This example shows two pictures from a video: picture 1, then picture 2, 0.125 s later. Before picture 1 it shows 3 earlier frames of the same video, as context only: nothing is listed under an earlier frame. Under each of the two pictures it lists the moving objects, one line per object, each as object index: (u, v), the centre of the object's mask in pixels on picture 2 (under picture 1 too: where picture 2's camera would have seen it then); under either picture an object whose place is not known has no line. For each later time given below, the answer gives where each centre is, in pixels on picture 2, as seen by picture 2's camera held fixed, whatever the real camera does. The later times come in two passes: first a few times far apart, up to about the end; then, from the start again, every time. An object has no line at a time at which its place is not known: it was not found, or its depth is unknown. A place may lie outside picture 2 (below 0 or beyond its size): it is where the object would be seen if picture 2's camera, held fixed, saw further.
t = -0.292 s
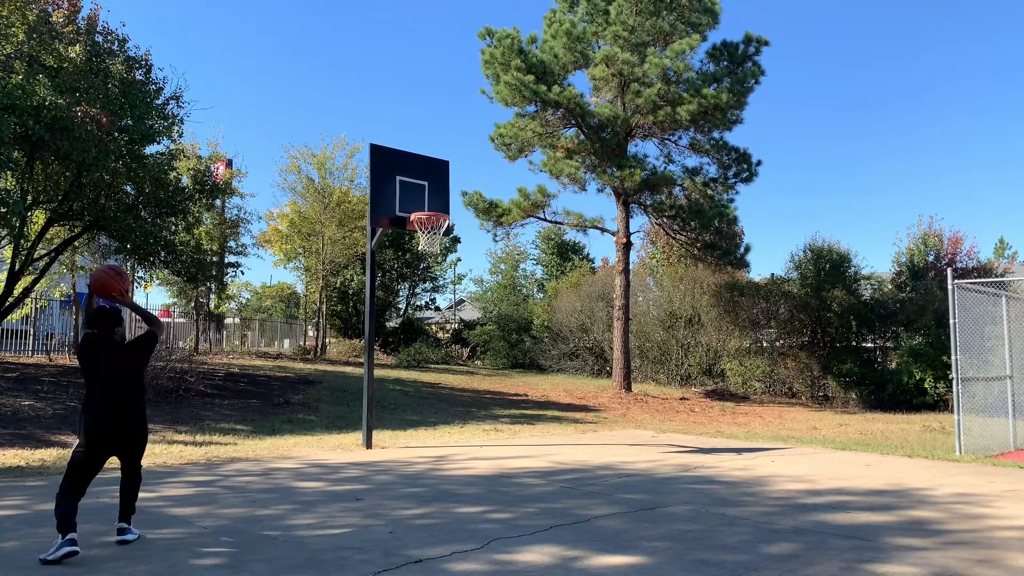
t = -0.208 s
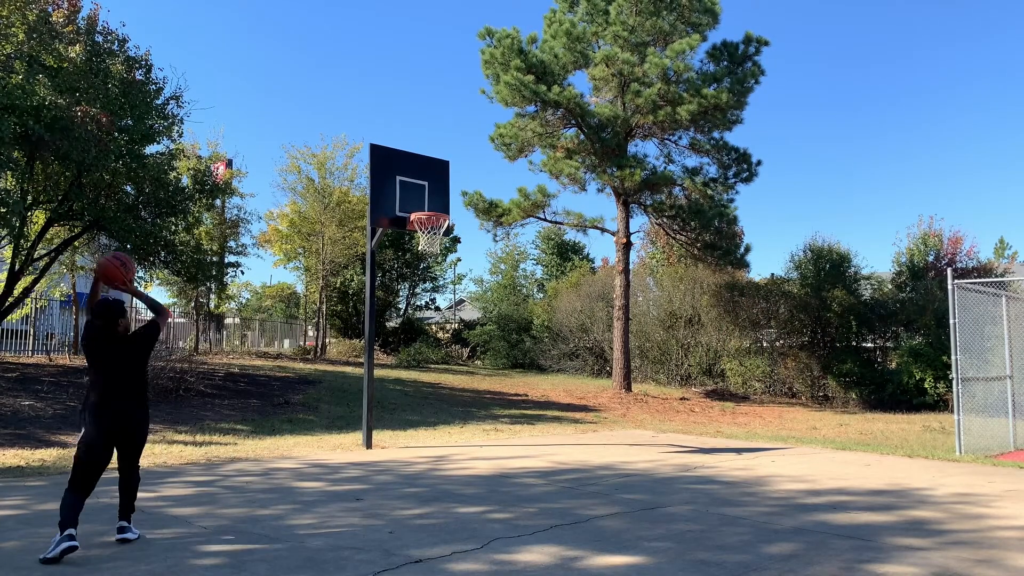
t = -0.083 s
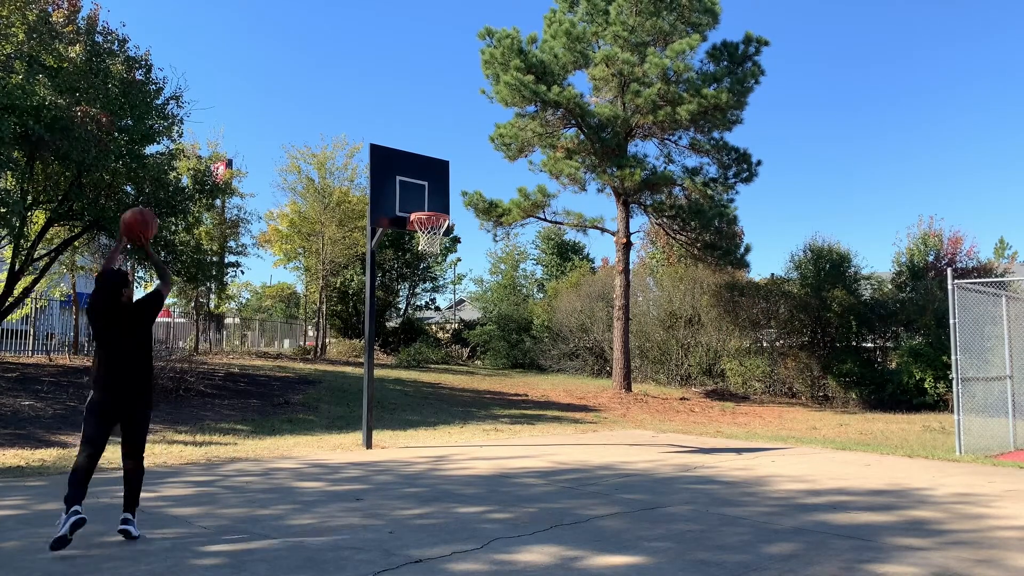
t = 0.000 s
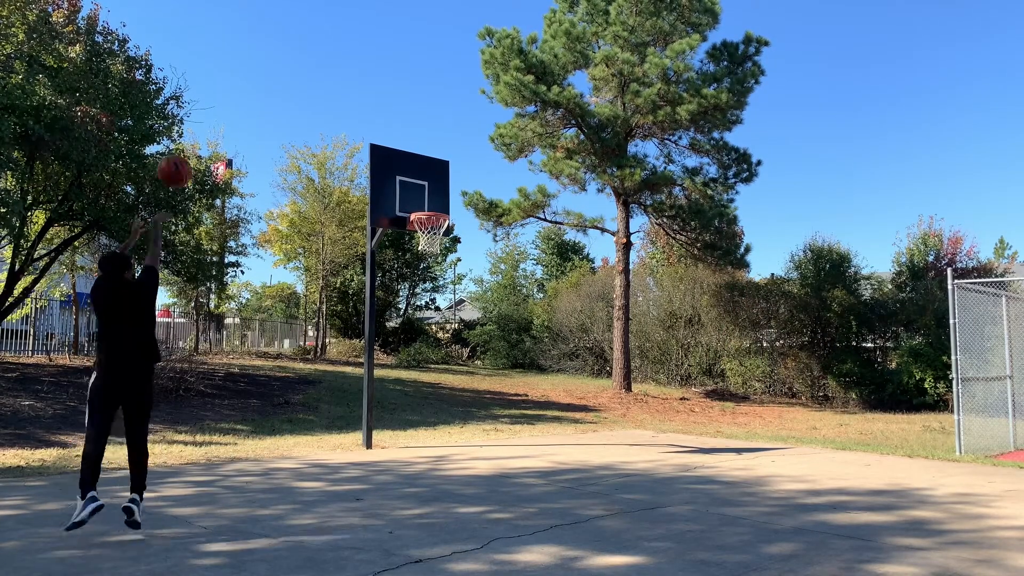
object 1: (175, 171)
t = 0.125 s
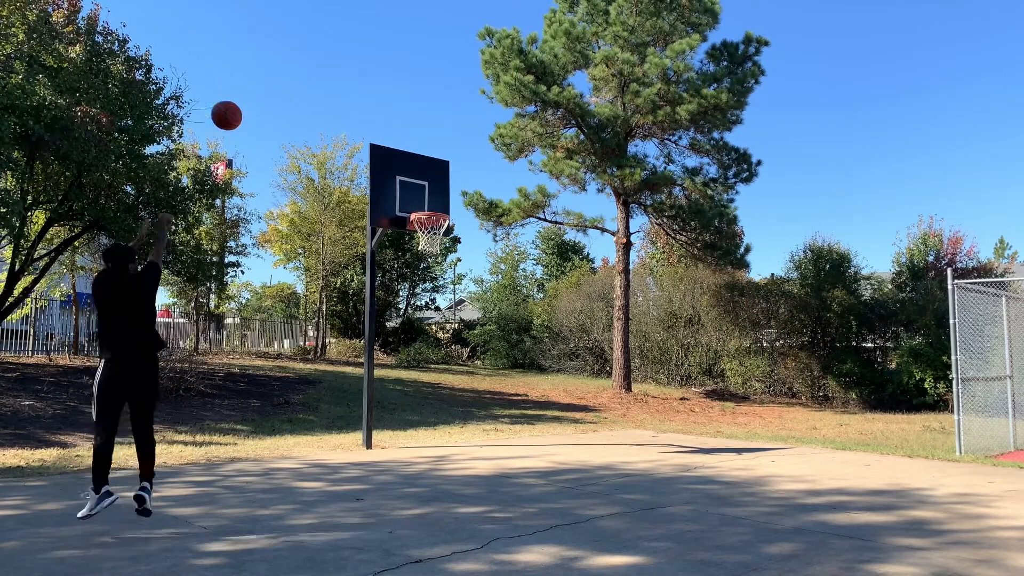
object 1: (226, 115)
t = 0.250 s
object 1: (269, 86)
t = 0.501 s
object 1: (333, 85)
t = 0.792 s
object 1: (386, 149)
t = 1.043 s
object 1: (409, 190)
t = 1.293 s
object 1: (426, 165)
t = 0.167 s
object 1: (241, 103)
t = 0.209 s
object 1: (255, 93)
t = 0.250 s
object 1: (269, 86)
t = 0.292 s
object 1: (281, 81)
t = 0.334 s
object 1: (293, 78)
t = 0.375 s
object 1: (304, 78)
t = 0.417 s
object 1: (314, 79)
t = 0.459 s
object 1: (324, 81)
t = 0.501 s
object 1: (333, 85)
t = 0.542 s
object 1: (342, 91)
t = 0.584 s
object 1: (351, 98)
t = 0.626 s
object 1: (358, 106)
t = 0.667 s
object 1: (366, 115)
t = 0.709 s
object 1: (373, 125)
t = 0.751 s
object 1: (380, 137)
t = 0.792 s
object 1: (386, 149)
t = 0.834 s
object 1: (393, 162)
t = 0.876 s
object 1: (399, 177)
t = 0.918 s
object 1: (405, 191)
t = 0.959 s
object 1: (409, 206)
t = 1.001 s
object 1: (411, 200)
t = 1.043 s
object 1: (409, 190)
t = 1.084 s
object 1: (413, 183)
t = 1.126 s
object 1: (416, 176)
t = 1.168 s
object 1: (418, 170)
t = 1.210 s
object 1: (421, 167)
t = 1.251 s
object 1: (424, 165)
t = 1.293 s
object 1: (426, 165)
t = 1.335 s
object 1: (429, 165)
